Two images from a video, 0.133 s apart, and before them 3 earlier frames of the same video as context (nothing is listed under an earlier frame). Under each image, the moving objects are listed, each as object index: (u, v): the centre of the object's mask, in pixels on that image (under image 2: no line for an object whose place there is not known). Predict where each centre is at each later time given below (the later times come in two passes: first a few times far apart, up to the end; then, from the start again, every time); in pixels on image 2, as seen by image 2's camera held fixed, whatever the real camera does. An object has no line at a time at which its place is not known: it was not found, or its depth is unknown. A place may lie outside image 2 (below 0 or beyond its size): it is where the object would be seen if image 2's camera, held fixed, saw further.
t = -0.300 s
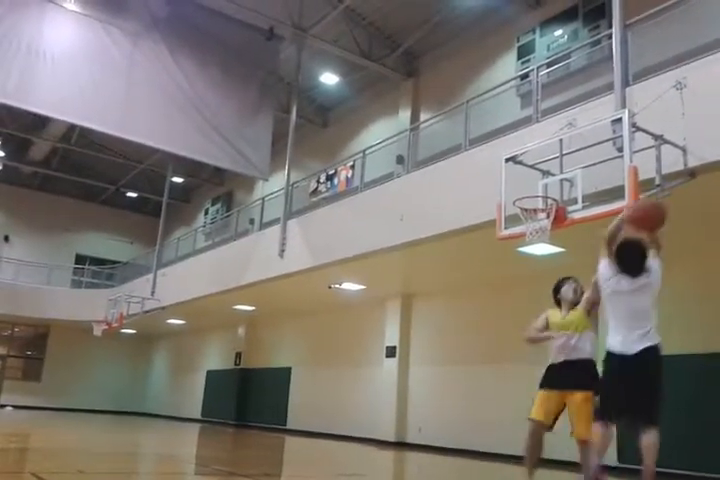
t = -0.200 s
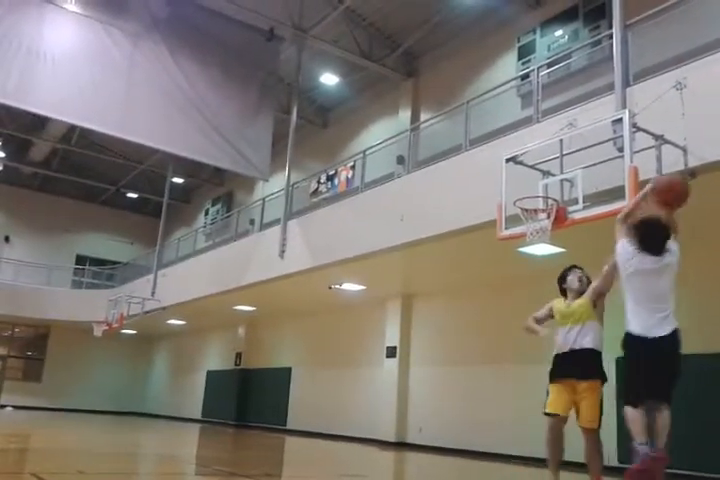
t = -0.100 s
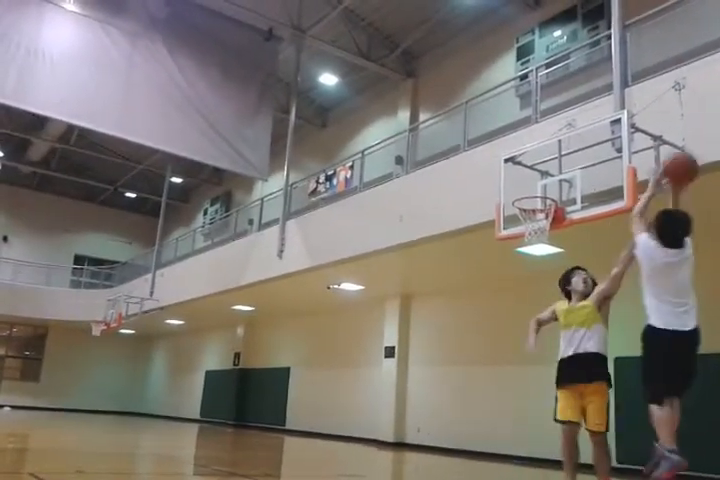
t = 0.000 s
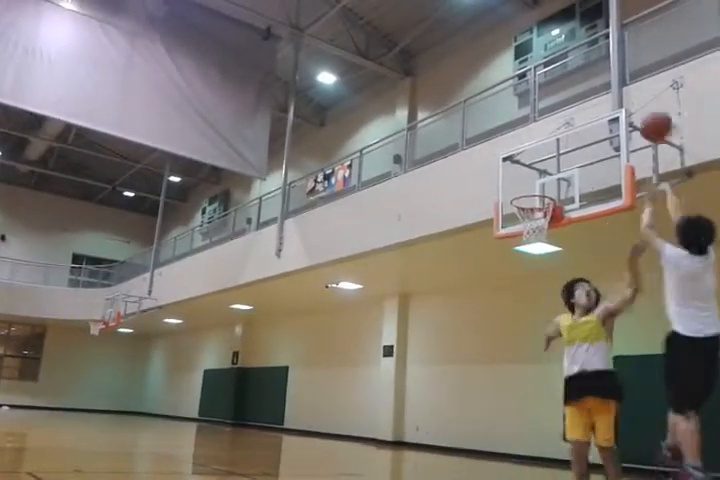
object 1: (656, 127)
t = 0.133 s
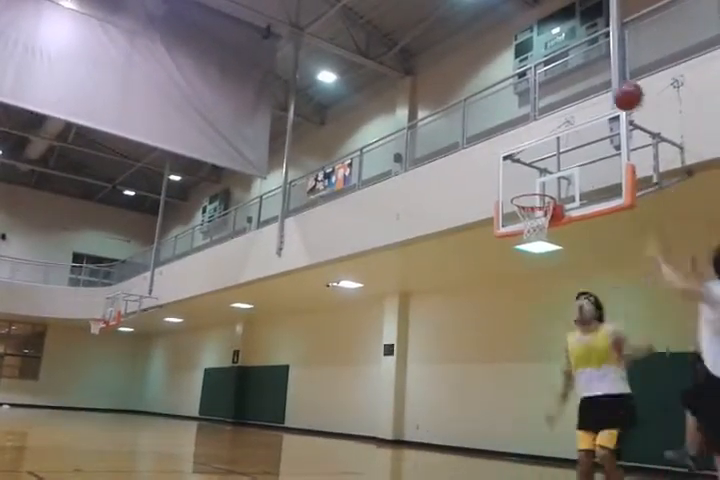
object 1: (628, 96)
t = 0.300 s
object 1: (600, 91)
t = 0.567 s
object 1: (564, 132)
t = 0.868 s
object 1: (533, 225)
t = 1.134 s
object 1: (520, 276)
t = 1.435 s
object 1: (504, 410)
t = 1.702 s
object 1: (499, 406)
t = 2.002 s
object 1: (499, 333)
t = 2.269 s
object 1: (499, 335)
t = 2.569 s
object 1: (497, 425)
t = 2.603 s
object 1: (497, 440)
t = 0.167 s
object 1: (621, 93)
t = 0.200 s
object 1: (616, 91)
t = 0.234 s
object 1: (610, 90)
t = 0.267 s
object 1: (605, 90)
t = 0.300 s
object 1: (600, 91)
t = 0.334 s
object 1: (595, 93)
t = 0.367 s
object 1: (590, 96)
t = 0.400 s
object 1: (585, 100)
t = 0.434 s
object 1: (580, 105)
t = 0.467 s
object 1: (576, 109)
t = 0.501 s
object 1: (572, 116)
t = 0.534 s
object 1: (568, 124)
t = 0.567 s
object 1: (564, 132)
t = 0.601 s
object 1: (560, 141)
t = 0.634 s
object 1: (556, 150)
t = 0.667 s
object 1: (553, 160)
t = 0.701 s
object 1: (549, 171)
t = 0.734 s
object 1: (545, 182)
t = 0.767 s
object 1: (543, 197)
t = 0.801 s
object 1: (537, 208)
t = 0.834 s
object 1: (539, 212)
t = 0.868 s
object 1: (533, 225)
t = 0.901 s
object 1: (532, 229)
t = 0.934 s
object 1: (530, 232)
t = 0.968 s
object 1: (529, 237)
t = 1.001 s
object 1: (526, 243)
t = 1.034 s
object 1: (524, 251)
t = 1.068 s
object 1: (522, 258)
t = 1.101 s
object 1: (521, 267)
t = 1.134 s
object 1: (520, 276)
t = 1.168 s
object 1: (519, 286)
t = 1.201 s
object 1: (517, 298)
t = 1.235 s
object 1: (516, 310)
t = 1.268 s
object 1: (513, 323)
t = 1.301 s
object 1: (512, 339)
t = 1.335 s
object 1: (510, 355)
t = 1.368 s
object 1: (508, 372)
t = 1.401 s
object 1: (506, 390)
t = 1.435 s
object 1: (504, 410)
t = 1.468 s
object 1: (502, 431)
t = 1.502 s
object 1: (501, 451)
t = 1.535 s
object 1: (498, 467)
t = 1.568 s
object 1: (498, 462)
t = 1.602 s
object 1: (498, 449)
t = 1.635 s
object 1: (498, 434)
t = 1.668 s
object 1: (499, 420)
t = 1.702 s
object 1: (499, 406)
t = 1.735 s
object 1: (499, 394)
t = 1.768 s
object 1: (498, 384)
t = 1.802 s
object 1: (498, 373)
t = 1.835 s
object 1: (498, 364)
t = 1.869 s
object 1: (498, 356)
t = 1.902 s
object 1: (499, 349)
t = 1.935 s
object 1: (498, 342)
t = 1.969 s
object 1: (498, 337)
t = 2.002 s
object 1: (499, 333)
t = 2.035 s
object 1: (498, 330)
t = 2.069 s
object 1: (498, 327)
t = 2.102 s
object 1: (498, 326)
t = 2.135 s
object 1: (498, 326)
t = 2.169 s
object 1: (498, 326)
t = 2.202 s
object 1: (498, 327)
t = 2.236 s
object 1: (498, 331)
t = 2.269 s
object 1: (499, 335)
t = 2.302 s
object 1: (500, 342)
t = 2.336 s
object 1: (499, 347)
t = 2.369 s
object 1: (499, 354)
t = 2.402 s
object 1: (500, 363)
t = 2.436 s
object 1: (499, 373)
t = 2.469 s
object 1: (499, 383)
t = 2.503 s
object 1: (498, 395)
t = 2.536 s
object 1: (498, 409)
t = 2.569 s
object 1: (497, 425)
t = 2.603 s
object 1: (497, 440)
